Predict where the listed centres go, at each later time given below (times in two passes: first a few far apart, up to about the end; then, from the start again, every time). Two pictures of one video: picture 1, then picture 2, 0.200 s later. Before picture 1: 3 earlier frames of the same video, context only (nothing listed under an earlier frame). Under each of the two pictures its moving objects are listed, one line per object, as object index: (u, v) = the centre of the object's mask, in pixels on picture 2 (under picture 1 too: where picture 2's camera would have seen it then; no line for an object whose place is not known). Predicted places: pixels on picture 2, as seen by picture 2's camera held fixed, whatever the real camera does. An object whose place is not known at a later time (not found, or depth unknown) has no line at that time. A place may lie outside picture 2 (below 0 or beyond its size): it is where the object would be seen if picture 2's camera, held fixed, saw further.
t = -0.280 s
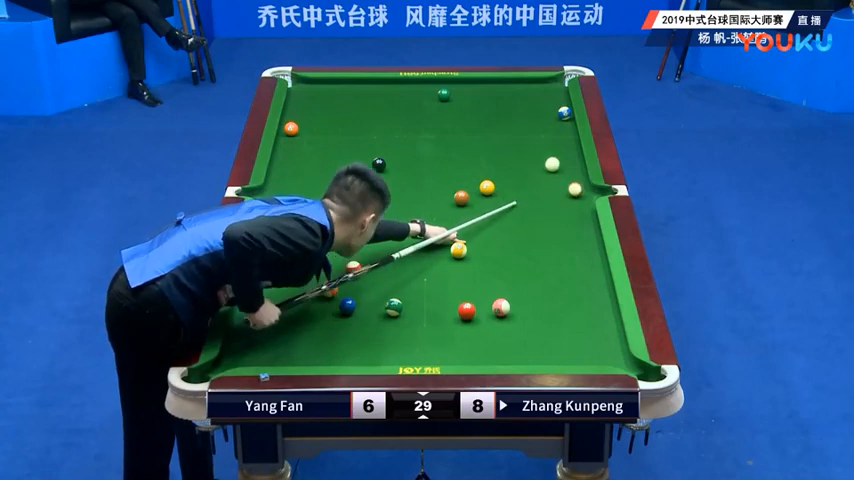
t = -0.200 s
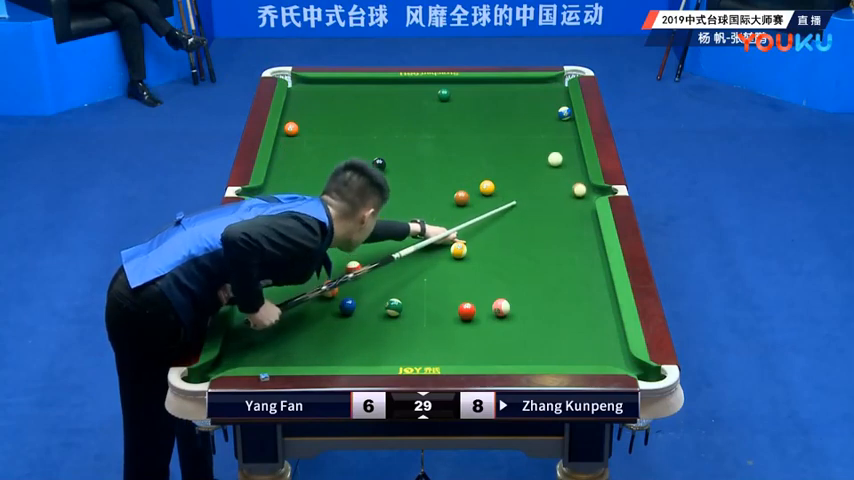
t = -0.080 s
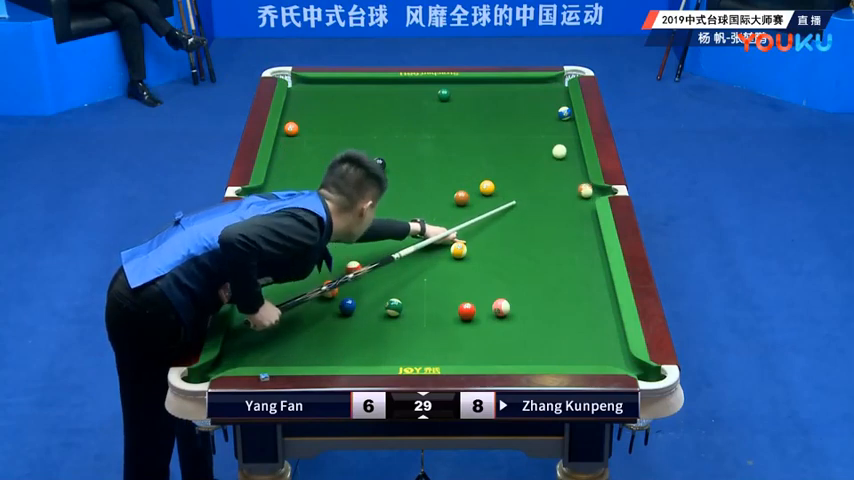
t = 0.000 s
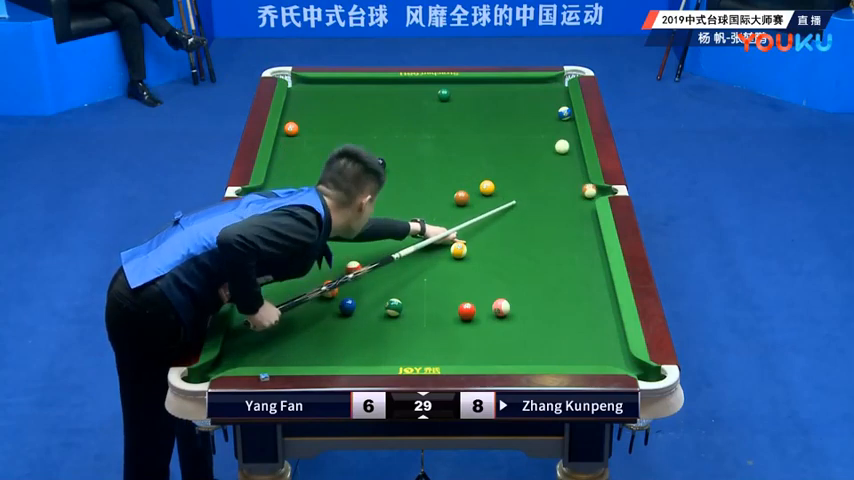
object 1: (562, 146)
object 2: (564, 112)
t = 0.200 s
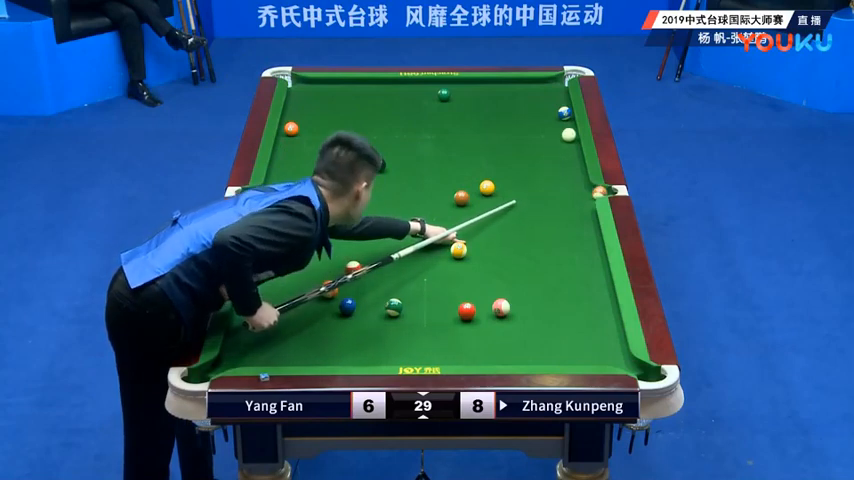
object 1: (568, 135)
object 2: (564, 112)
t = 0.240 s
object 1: (570, 132)
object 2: (564, 112)
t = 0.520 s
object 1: (562, 119)
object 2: (565, 110)
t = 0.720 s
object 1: (549, 115)
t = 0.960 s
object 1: (536, 112)
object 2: (561, 101)
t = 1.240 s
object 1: (523, 109)
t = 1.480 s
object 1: (513, 106)
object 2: (553, 93)
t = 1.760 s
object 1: (502, 103)
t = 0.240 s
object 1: (570, 132)
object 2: (564, 112)
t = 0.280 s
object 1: (570, 130)
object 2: (564, 112)
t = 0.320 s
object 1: (569, 128)
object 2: (564, 112)
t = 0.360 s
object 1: (568, 126)
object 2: (564, 112)
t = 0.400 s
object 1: (566, 124)
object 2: (564, 111)
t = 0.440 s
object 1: (565, 122)
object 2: (565, 111)
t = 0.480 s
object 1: (563, 120)
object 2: (565, 110)
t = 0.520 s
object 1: (562, 119)
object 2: (565, 110)
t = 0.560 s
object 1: (559, 118)
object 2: (566, 110)
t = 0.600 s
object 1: (557, 117)
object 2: (566, 109)
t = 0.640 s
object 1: (553, 116)
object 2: (565, 106)
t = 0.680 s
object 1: (551, 115)
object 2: (564, 104)
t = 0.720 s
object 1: (549, 115)
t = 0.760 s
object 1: (546, 114)
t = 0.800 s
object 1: (544, 114)
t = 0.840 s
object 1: (542, 113)
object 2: (561, 107)
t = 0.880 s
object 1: (540, 113)
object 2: (562, 104)
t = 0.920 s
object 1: (538, 112)
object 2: (561, 103)
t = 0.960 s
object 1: (536, 112)
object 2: (561, 101)
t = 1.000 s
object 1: (534, 111)
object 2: (560, 100)
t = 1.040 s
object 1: (532, 111)
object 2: (559, 99)
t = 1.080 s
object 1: (530, 110)
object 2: (558, 98)
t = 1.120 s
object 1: (528, 110)
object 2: (557, 97)
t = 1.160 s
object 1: (527, 109)
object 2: (555, 96)
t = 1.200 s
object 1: (525, 109)
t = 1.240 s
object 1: (523, 109)
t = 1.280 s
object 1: (521, 108)
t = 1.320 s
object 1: (519, 108)
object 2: (555, 96)
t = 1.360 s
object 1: (518, 107)
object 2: (555, 97)
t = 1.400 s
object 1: (516, 107)
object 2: (555, 95)
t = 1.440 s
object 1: (514, 106)
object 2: (554, 94)
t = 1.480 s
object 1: (513, 106)
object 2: (553, 93)
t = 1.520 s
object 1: (511, 106)
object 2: (553, 92)
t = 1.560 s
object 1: (510, 105)
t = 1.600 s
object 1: (508, 105)
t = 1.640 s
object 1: (507, 104)
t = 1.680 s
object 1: (505, 104)
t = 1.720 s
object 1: (504, 104)
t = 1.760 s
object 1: (502, 103)
